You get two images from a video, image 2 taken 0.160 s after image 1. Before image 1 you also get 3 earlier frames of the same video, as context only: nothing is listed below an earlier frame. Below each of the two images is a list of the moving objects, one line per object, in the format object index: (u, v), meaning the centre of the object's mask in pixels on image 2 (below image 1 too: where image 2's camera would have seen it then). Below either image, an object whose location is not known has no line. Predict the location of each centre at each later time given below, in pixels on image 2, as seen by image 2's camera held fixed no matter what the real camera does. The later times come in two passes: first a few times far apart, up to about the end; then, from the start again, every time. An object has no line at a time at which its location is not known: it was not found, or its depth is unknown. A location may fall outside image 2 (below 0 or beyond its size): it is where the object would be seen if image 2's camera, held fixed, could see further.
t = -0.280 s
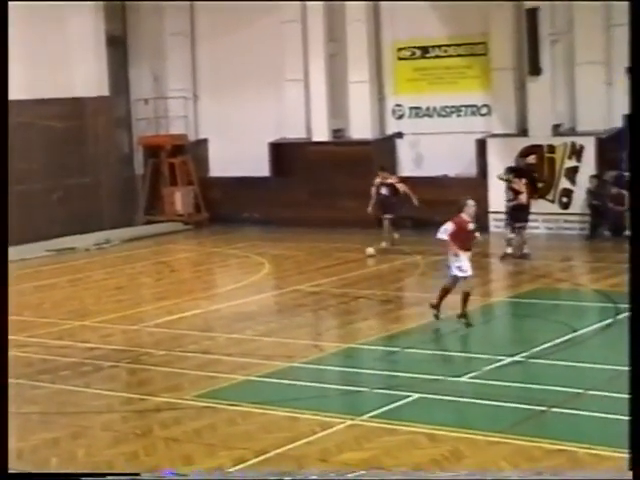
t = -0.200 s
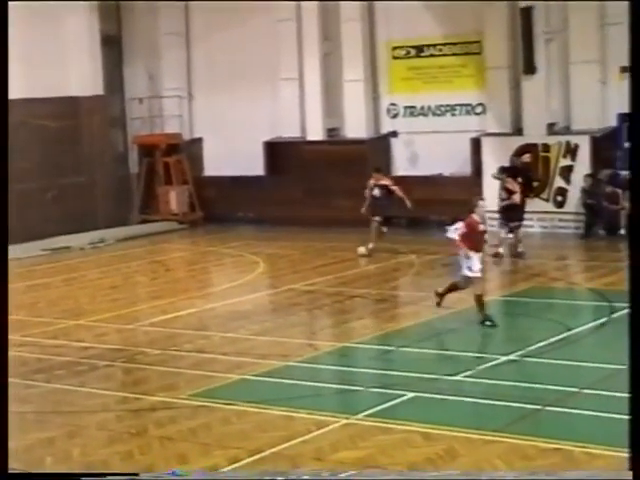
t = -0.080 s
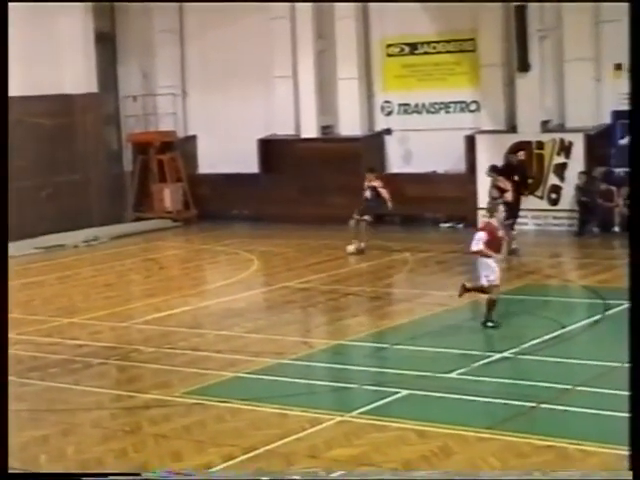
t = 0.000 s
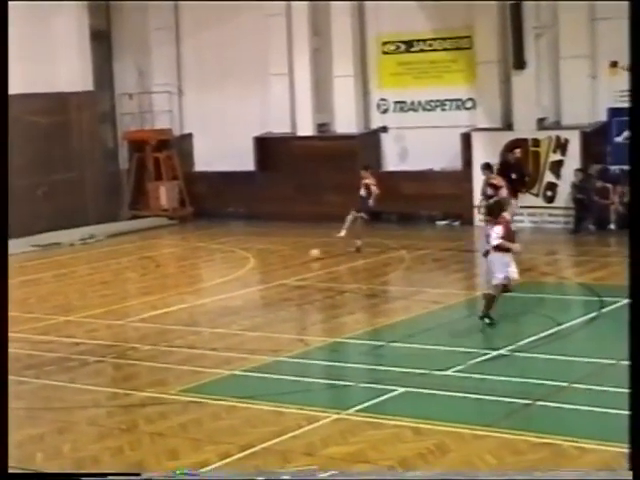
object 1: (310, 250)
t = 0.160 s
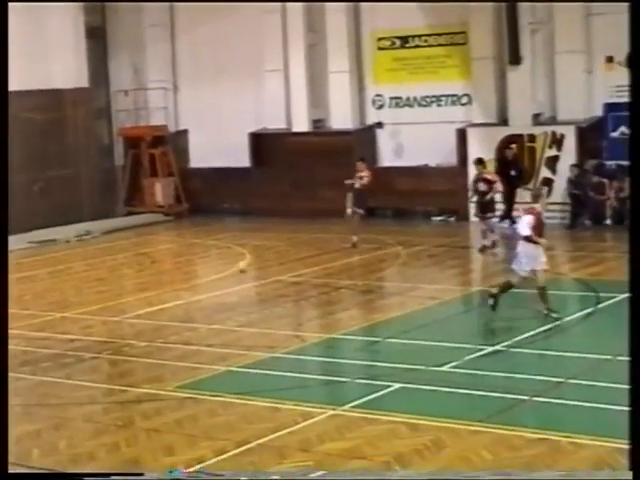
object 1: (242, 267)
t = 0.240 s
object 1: (207, 275)
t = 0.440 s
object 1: (120, 295)
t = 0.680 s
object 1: (17, 318)
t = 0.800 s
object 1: (-37, 332)
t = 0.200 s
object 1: (224, 271)
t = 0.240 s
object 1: (207, 275)
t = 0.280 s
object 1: (190, 279)
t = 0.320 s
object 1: (172, 283)
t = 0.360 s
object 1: (155, 286)
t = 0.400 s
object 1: (139, 291)
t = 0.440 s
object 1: (120, 295)
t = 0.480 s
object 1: (103, 299)
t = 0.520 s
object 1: (86, 303)
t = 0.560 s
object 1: (69, 306)
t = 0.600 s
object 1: (52, 310)
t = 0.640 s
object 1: (35, 314)
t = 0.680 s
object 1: (17, 318)
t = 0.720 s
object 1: (0, 322)
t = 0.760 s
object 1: (-18, 327)
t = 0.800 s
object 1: (-37, 332)
